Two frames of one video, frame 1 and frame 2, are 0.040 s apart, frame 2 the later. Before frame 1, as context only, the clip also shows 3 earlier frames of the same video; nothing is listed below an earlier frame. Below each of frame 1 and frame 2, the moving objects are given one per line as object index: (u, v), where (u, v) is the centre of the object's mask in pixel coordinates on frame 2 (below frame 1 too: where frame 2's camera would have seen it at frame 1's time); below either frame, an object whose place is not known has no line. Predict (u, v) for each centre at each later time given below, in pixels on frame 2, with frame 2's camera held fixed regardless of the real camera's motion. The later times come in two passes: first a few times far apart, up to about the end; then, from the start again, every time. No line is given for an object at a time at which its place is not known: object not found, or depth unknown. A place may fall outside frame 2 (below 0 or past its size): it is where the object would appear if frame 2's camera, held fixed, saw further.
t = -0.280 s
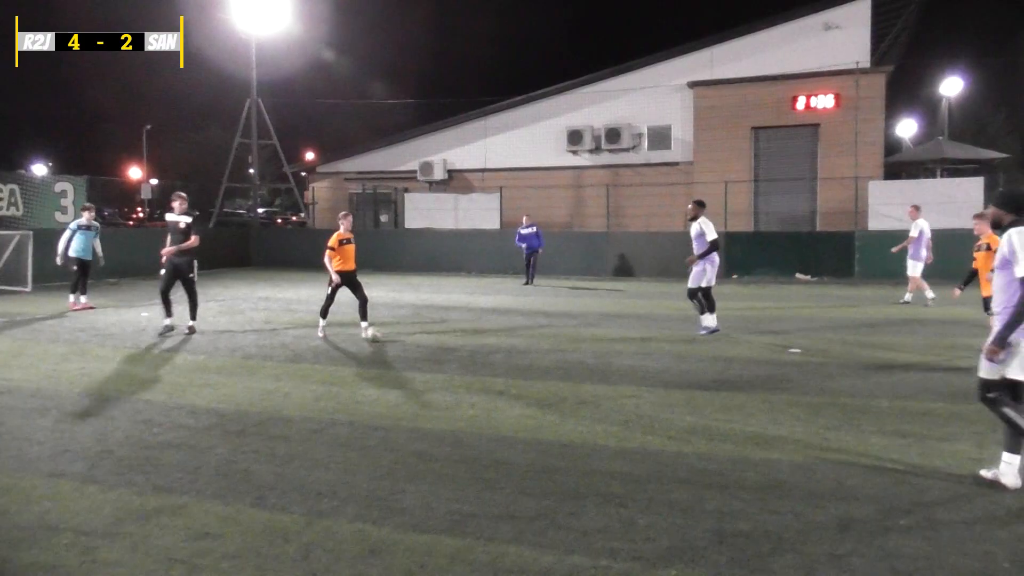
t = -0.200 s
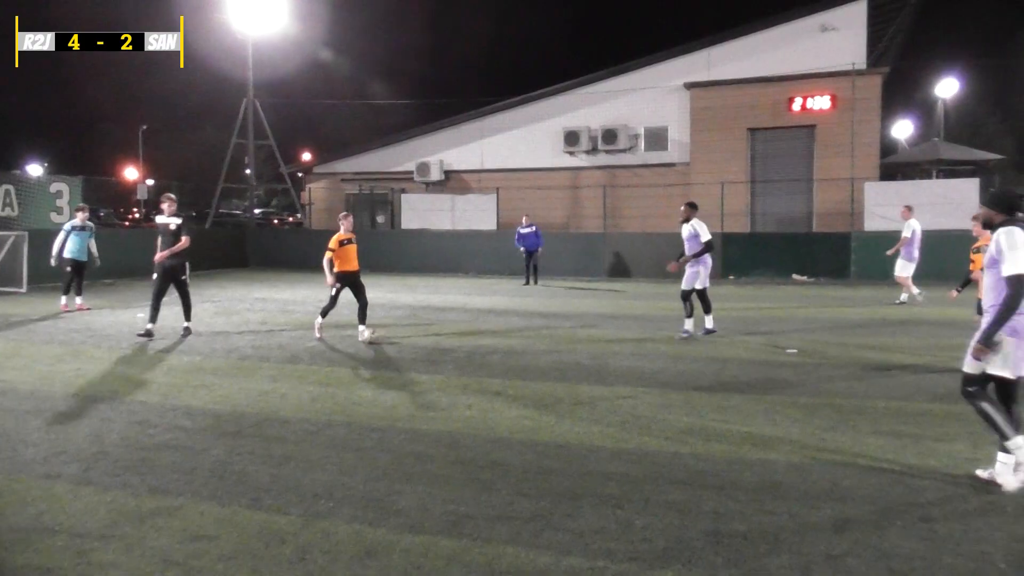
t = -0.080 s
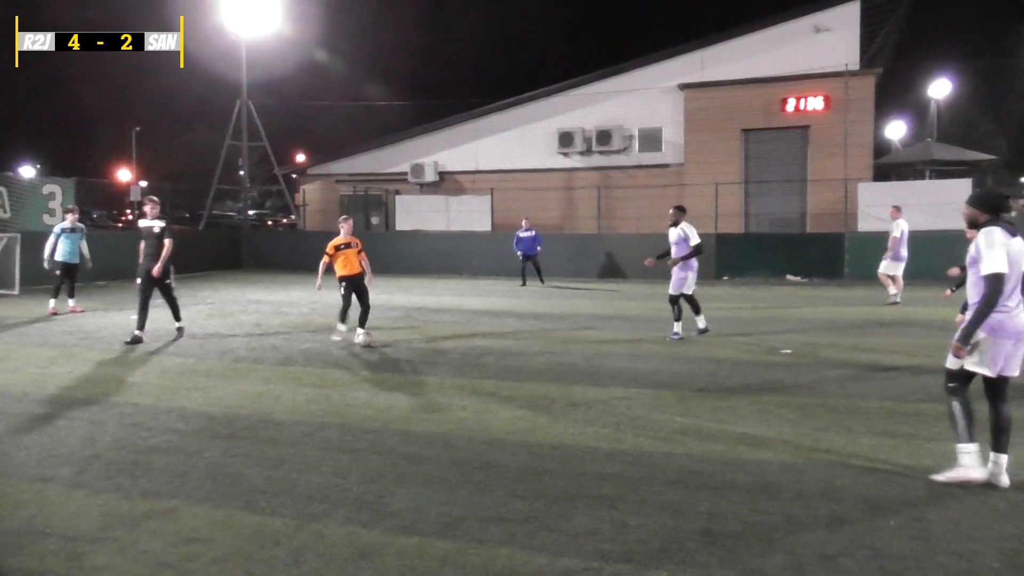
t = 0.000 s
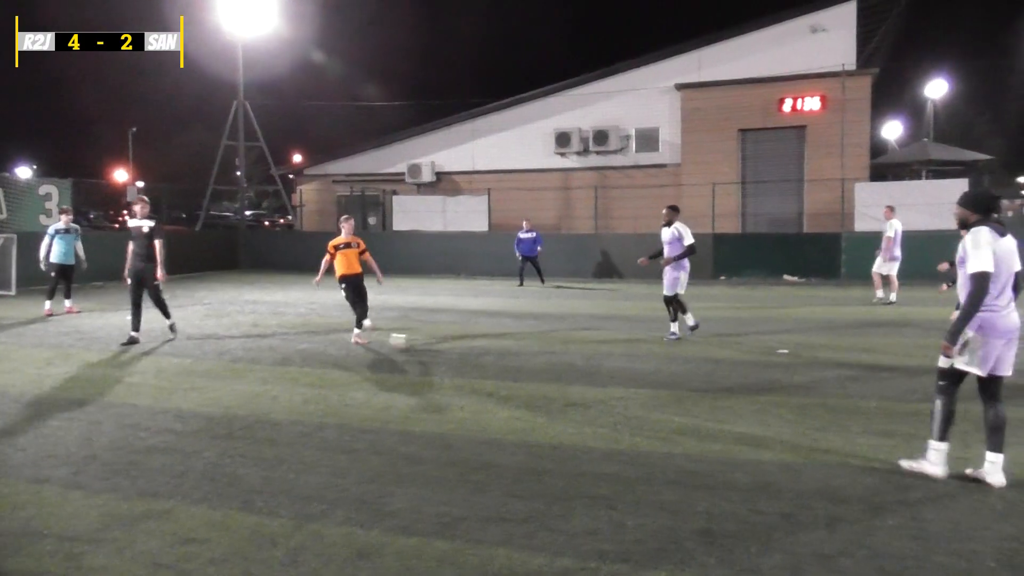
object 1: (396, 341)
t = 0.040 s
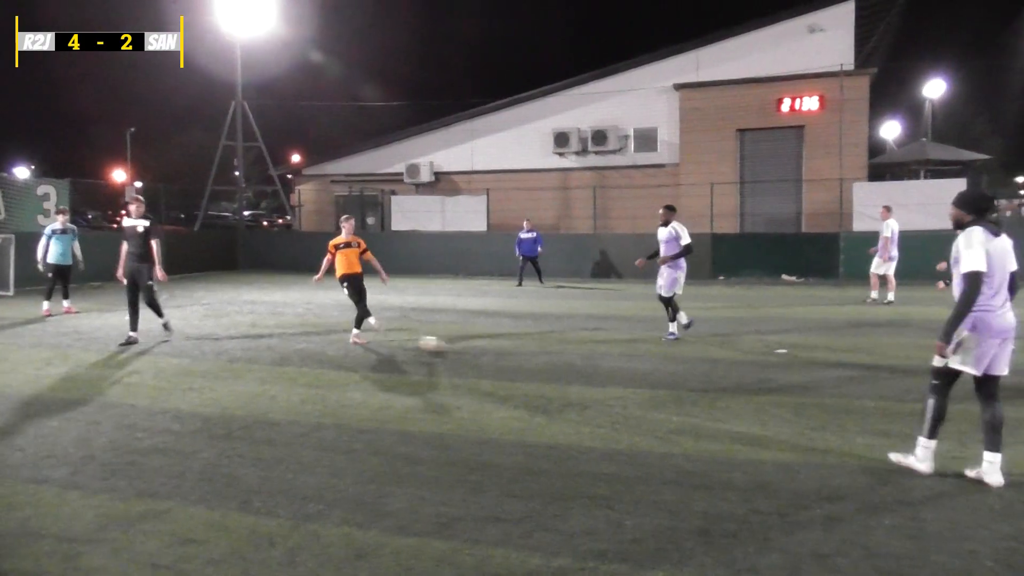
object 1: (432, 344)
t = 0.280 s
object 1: (624, 355)
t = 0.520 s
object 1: (818, 362)
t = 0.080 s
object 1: (462, 346)
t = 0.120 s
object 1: (492, 345)
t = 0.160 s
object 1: (527, 348)
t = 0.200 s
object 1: (559, 352)
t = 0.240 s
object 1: (592, 353)
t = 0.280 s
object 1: (624, 355)
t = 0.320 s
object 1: (657, 356)
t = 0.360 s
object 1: (688, 357)
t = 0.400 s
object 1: (721, 358)
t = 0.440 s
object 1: (754, 360)
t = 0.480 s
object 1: (786, 359)
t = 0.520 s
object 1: (818, 362)
